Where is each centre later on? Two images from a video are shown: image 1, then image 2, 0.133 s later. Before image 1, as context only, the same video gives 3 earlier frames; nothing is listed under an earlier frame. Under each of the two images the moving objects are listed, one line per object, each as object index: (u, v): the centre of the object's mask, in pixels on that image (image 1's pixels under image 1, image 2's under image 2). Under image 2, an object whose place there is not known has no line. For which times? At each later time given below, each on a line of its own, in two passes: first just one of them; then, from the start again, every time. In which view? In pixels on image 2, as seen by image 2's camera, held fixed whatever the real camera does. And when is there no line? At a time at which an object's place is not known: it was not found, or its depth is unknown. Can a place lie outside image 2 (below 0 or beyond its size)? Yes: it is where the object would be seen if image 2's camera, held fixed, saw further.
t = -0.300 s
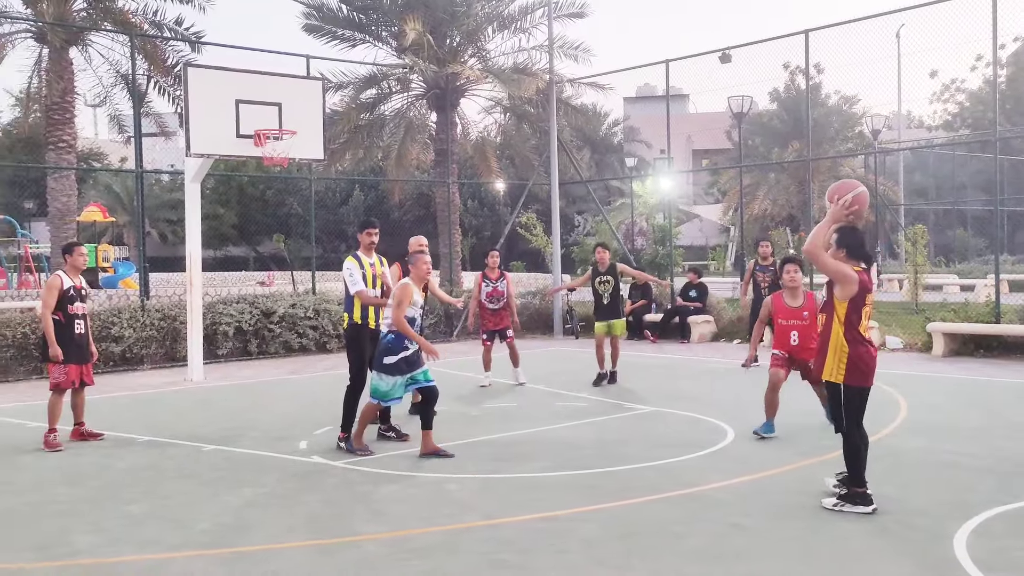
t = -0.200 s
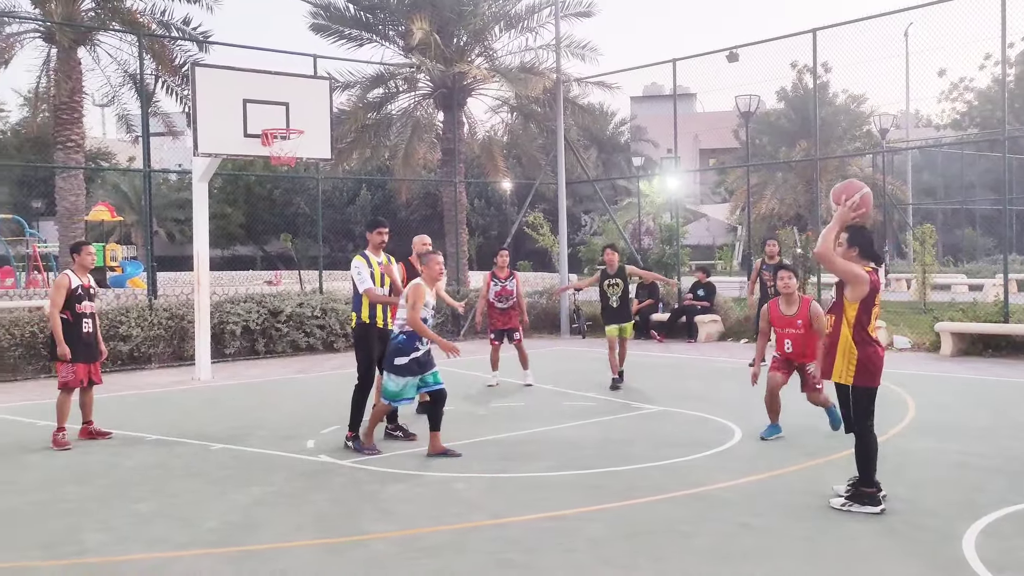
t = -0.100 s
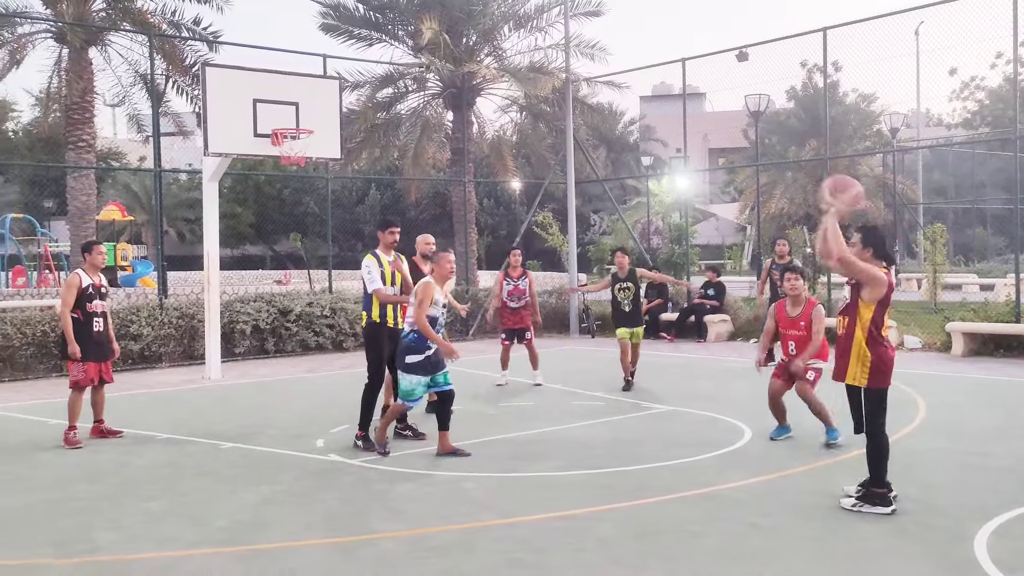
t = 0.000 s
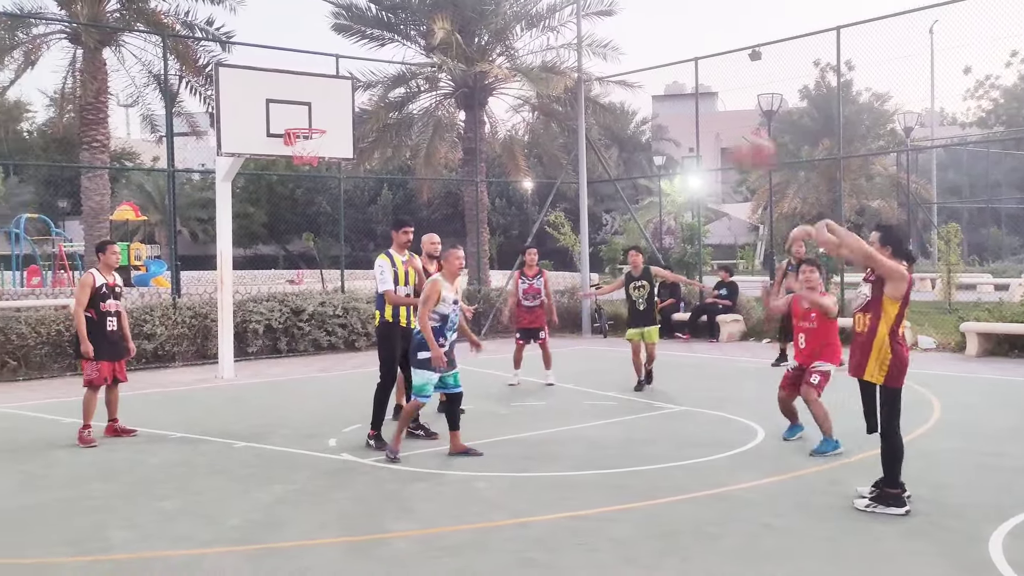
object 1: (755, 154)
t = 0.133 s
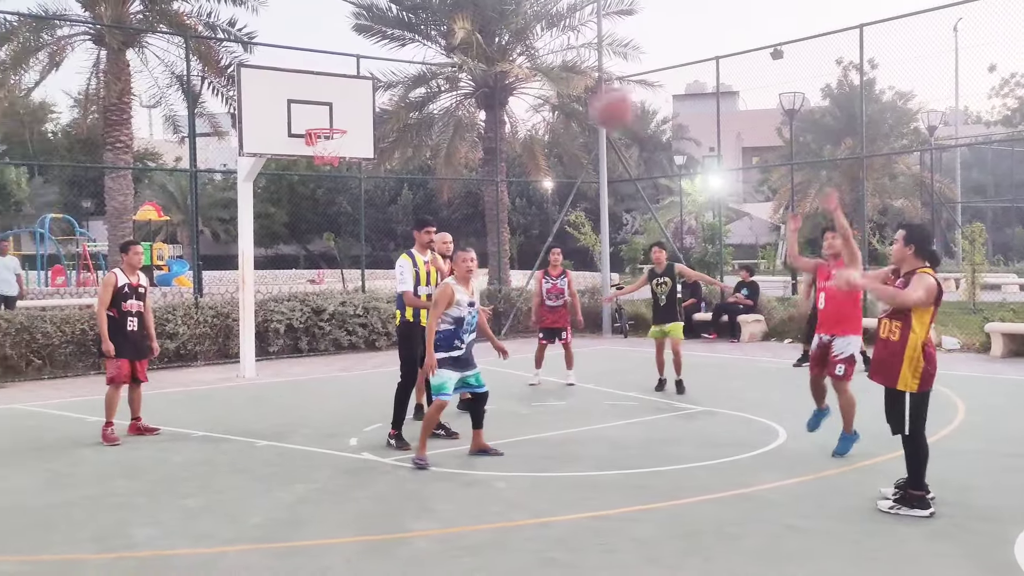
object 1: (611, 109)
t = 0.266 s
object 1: (458, 97)
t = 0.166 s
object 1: (577, 102)
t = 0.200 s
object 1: (537, 98)
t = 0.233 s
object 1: (496, 95)
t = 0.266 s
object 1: (458, 97)
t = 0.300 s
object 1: (418, 98)
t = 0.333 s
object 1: (380, 103)
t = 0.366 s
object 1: (340, 110)
